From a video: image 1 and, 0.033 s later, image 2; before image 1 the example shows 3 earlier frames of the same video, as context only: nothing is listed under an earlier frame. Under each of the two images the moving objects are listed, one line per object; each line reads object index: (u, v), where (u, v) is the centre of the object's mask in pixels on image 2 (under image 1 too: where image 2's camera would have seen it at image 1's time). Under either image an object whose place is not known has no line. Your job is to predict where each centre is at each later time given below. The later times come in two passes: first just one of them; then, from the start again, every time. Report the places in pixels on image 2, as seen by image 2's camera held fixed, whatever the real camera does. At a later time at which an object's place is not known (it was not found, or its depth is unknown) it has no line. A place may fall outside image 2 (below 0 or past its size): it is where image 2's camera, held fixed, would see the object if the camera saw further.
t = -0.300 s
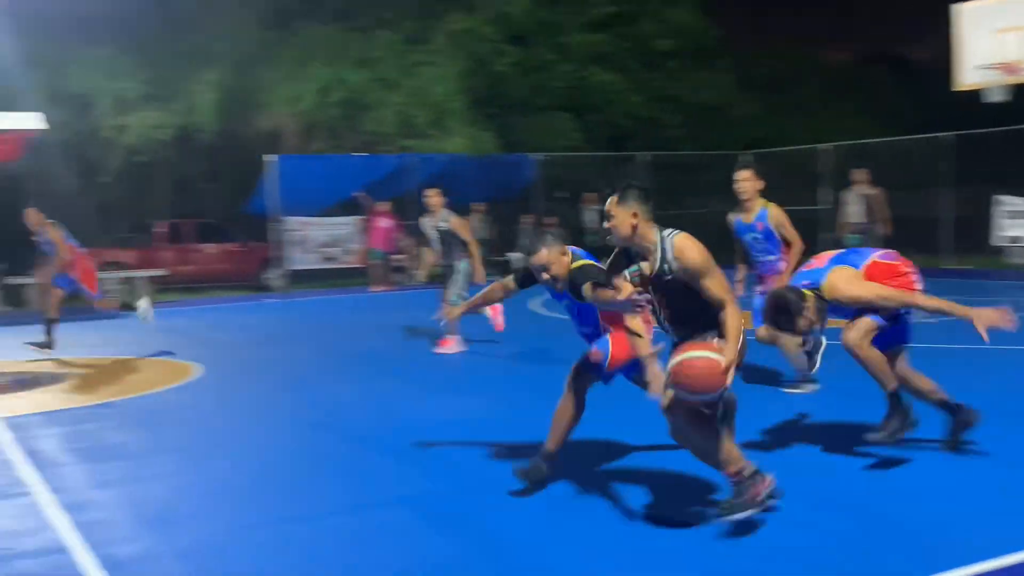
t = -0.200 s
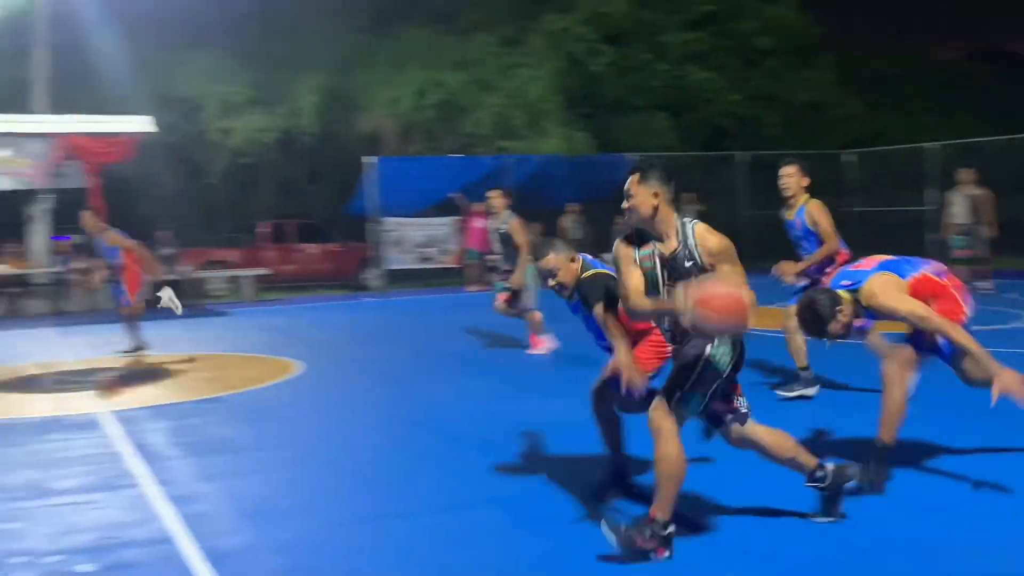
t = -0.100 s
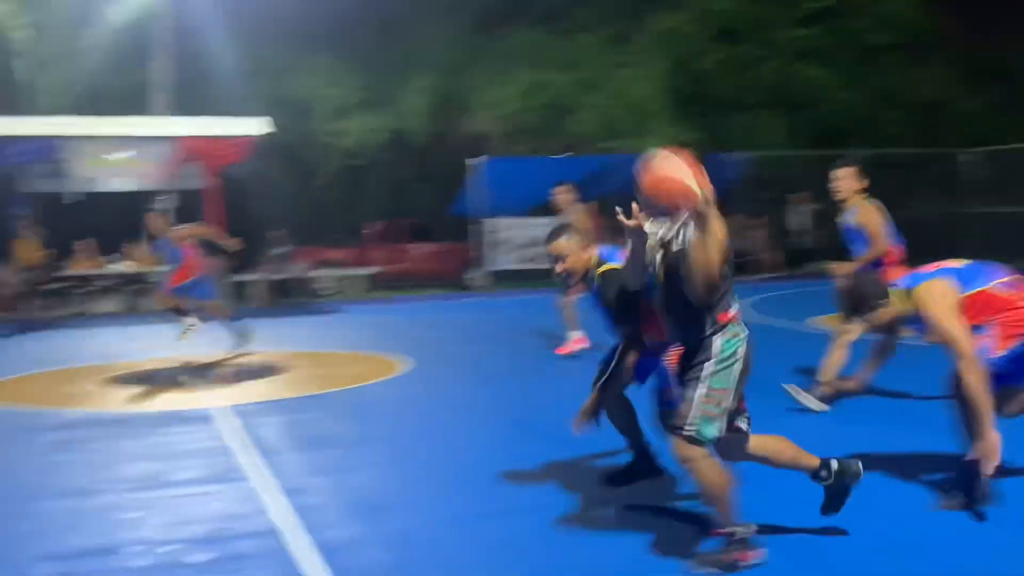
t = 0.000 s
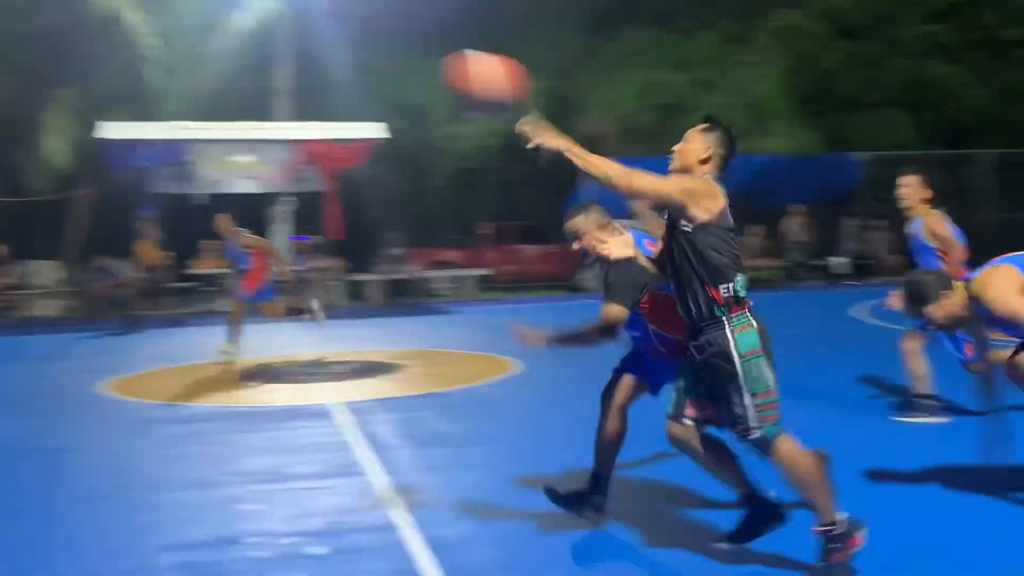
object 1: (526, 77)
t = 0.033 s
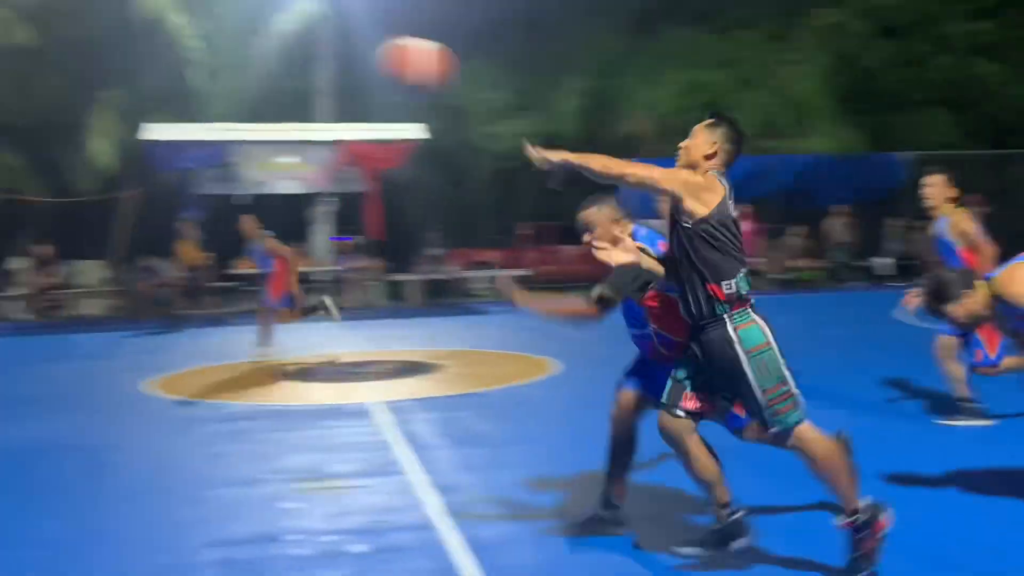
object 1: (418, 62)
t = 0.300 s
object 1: (-254, 38)
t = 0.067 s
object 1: (316, 50)
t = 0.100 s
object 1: (218, 40)
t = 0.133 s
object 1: (127, 35)
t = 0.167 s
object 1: (44, 32)
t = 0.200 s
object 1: (-37, 30)
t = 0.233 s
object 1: (-114, 31)
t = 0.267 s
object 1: (-185, 33)
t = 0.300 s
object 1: (-254, 38)
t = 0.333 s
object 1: (-318, 42)
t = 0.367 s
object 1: (-381, 49)
